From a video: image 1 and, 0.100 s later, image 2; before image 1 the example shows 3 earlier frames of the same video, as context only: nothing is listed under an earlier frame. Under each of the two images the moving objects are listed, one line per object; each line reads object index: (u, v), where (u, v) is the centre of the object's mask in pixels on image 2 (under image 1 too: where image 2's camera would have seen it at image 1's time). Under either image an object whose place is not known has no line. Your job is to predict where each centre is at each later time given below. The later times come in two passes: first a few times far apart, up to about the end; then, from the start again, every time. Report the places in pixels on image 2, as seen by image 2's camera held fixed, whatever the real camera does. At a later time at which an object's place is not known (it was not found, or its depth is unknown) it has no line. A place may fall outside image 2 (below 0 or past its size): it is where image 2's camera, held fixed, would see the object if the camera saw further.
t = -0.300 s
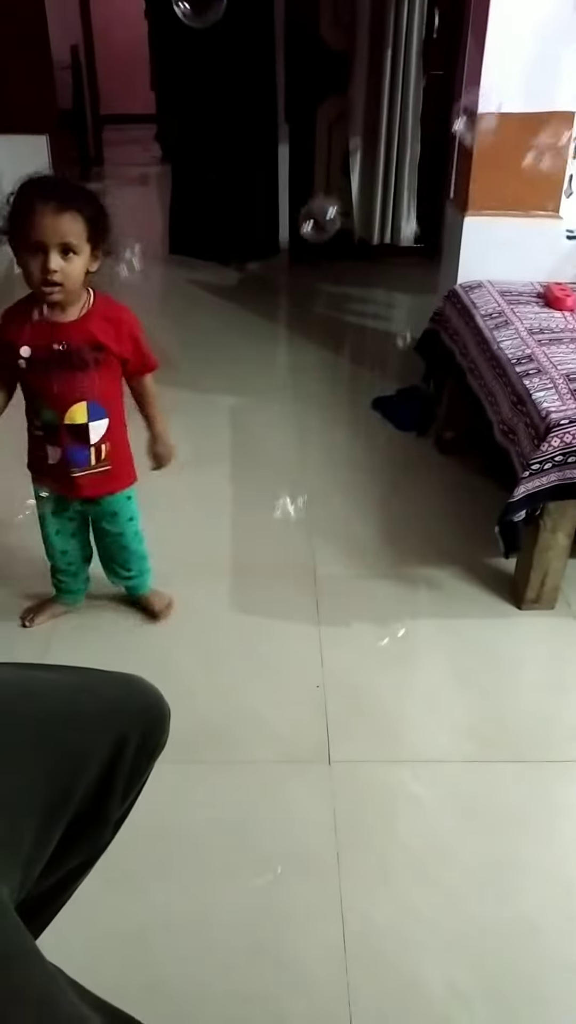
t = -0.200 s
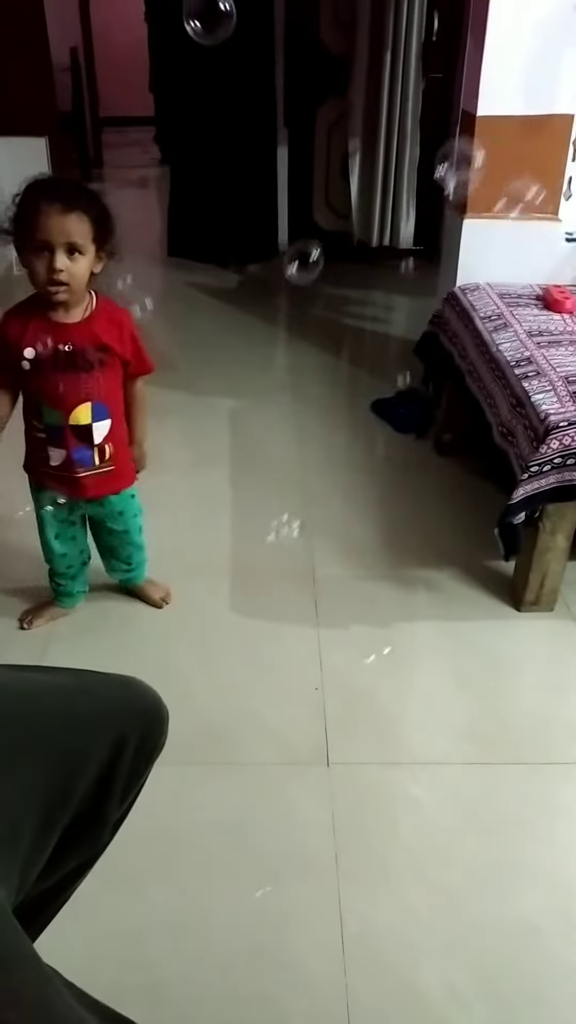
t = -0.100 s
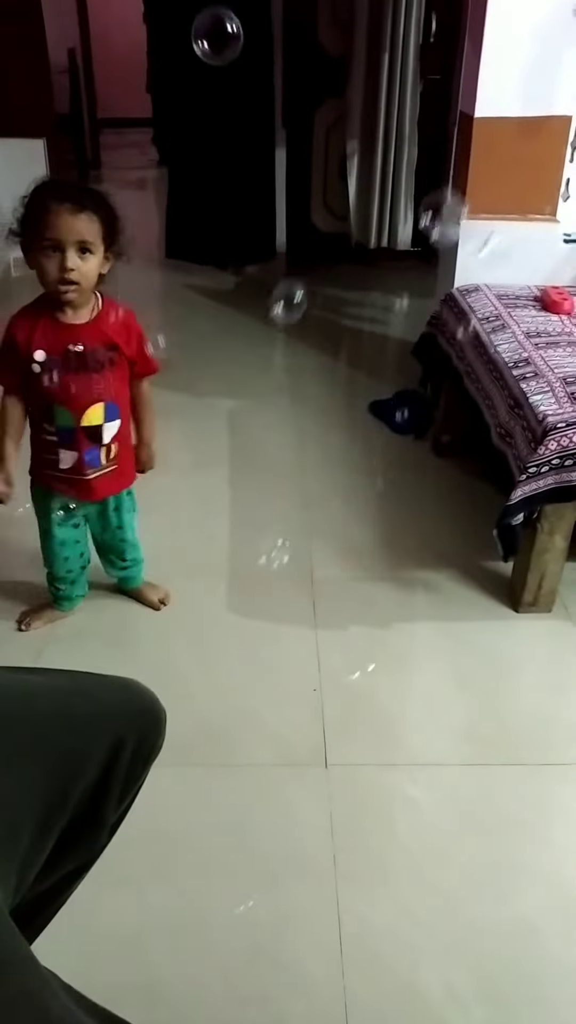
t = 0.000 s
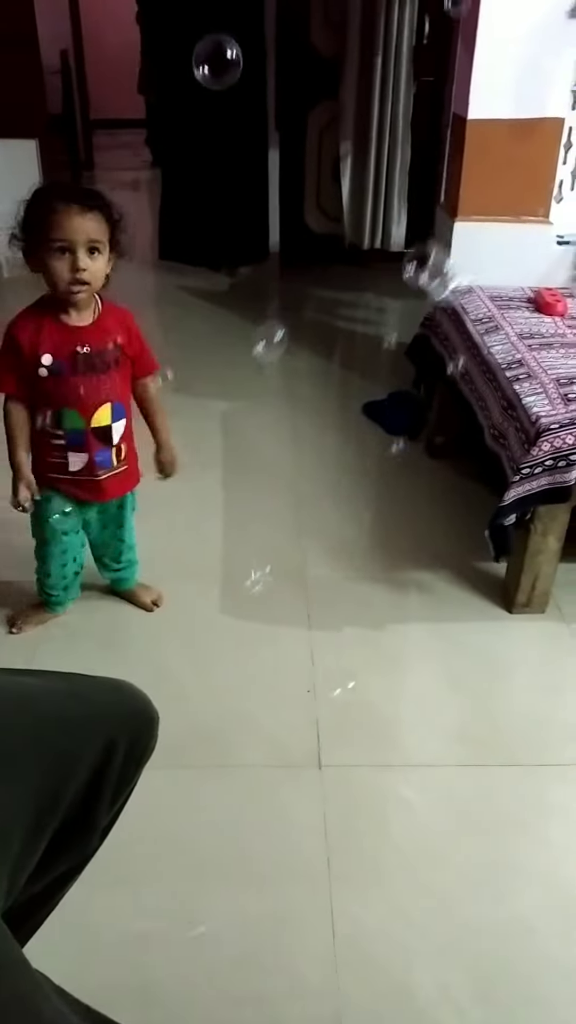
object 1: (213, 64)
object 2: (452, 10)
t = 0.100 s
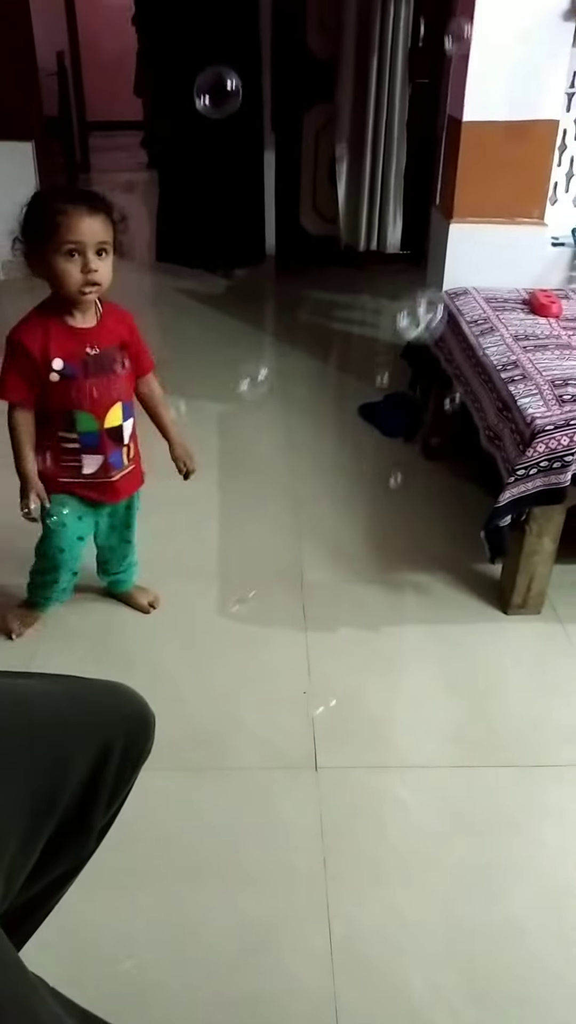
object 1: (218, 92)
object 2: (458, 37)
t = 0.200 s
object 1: (219, 123)
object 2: (453, 75)
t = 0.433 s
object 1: (212, 195)
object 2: (414, 151)
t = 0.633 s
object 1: (204, 254)
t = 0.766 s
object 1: (199, 296)
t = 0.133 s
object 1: (219, 102)
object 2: (458, 48)
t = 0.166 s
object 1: (219, 113)
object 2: (457, 64)
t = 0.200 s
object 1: (219, 123)
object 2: (453, 75)
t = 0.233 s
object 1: (219, 133)
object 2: (450, 87)
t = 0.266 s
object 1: (218, 144)
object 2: (443, 98)
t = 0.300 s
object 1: (217, 154)
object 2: (438, 110)
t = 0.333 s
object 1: (215, 165)
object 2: (433, 120)
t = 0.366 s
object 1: (214, 175)
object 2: (428, 130)
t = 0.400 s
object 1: (213, 185)
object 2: (420, 141)
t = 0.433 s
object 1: (212, 195)
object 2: (414, 151)
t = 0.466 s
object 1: (210, 205)
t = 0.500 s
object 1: (209, 215)
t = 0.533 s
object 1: (208, 225)
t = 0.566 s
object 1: (206, 235)
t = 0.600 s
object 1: (205, 246)
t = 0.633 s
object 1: (204, 254)
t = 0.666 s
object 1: (202, 266)
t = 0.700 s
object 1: (200, 274)
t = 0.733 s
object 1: (199, 286)
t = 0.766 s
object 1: (199, 296)
